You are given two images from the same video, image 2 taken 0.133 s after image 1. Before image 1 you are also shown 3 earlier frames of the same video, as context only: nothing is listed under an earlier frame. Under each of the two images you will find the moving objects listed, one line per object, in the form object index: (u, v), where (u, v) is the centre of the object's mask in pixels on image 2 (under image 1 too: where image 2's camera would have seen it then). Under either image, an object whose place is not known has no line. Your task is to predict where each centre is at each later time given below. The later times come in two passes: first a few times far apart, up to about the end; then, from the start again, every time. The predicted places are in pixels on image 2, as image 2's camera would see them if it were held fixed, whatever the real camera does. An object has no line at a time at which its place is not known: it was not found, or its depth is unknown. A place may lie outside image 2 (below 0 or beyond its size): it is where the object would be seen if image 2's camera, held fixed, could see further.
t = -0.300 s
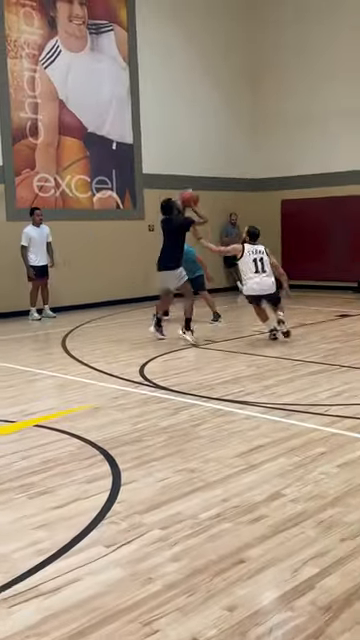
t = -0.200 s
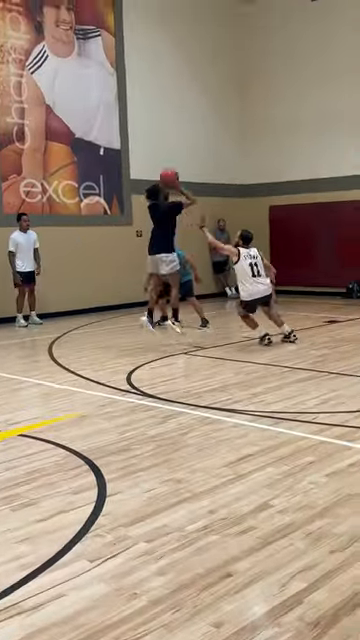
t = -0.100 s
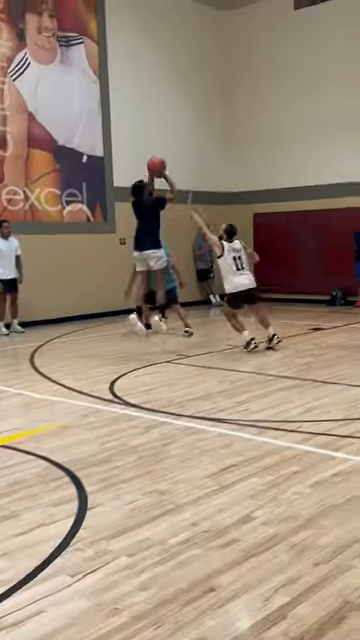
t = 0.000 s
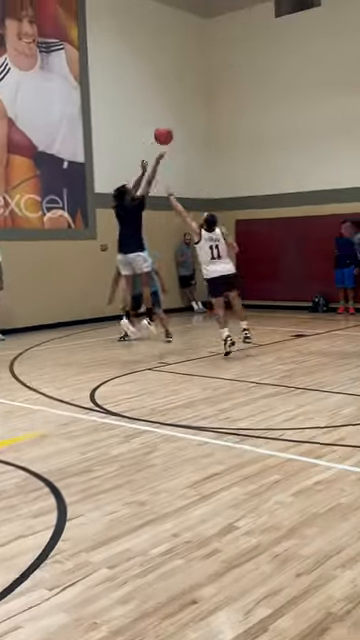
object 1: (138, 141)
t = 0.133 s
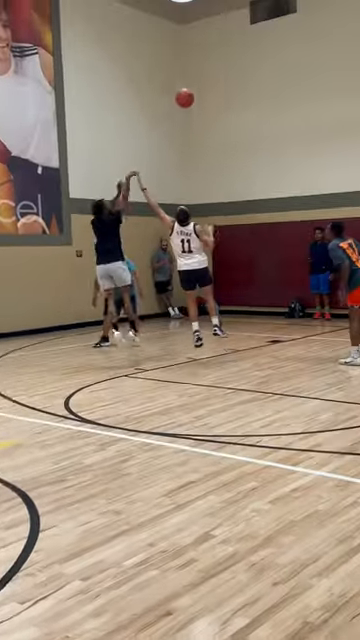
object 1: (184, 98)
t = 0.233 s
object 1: (217, 76)
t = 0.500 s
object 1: (301, 60)
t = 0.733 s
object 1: (369, 88)
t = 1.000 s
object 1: (433, 150)
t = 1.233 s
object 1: (442, 188)
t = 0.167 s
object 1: (196, 90)
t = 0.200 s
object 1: (206, 82)
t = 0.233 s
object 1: (217, 76)
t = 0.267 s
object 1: (228, 71)
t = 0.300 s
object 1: (239, 66)
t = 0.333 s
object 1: (249, 63)
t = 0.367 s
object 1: (260, 60)
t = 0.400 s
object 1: (270, 58)
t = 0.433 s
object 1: (281, 57)
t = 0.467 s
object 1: (291, 59)
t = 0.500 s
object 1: (301, 60)
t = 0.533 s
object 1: (311, 61)
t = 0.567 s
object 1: (321, 63)
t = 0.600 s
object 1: (331, 67)
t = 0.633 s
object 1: (341, 71)
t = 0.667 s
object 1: (350, 76)
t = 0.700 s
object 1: (360, 81)
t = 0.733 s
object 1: (369, 88)
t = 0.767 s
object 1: (378, 94)
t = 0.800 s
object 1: (388, 103)
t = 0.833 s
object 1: (397, 111)
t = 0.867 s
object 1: (405, 120)
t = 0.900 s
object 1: (414, 129)
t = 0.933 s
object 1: (423, 140)
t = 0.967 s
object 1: (431, 147)
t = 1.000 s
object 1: (433, 150)
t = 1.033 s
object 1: (434, 154)
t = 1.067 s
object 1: (436, 159)
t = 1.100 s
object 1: (438, 163)
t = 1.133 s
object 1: (439, 169)
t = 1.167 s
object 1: (440, 173)
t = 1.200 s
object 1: (441, 180)
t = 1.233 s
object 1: (442, 188)
